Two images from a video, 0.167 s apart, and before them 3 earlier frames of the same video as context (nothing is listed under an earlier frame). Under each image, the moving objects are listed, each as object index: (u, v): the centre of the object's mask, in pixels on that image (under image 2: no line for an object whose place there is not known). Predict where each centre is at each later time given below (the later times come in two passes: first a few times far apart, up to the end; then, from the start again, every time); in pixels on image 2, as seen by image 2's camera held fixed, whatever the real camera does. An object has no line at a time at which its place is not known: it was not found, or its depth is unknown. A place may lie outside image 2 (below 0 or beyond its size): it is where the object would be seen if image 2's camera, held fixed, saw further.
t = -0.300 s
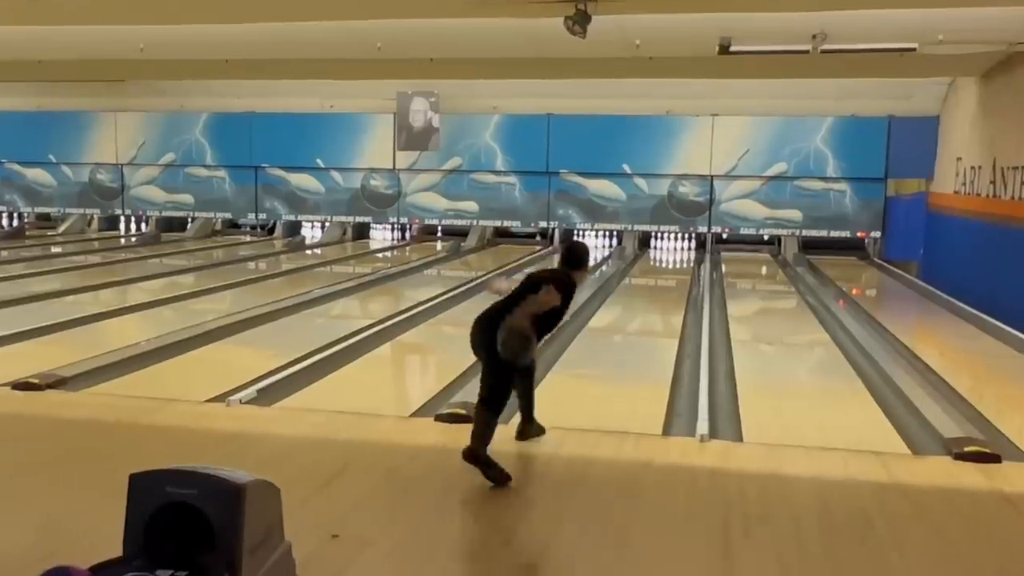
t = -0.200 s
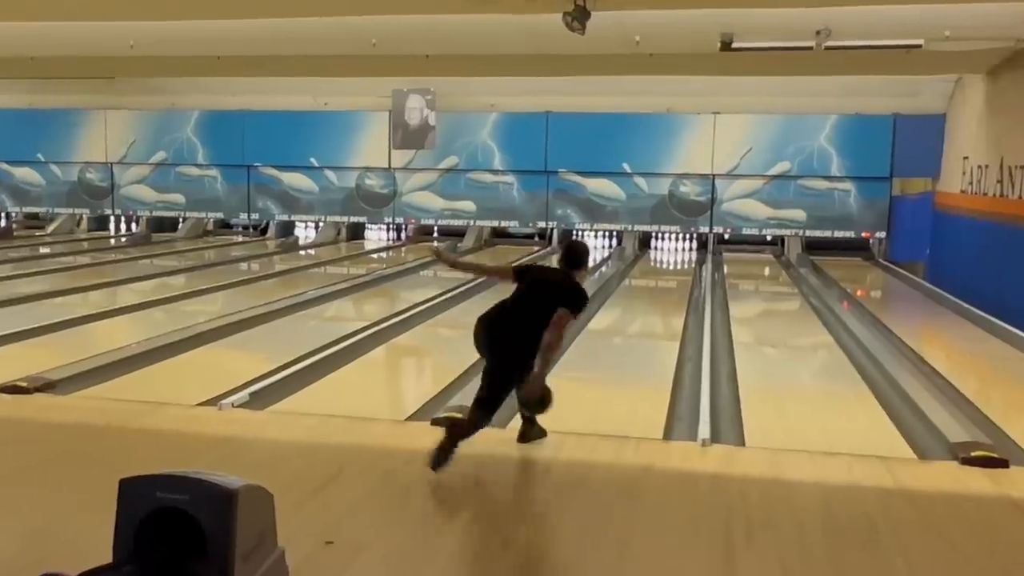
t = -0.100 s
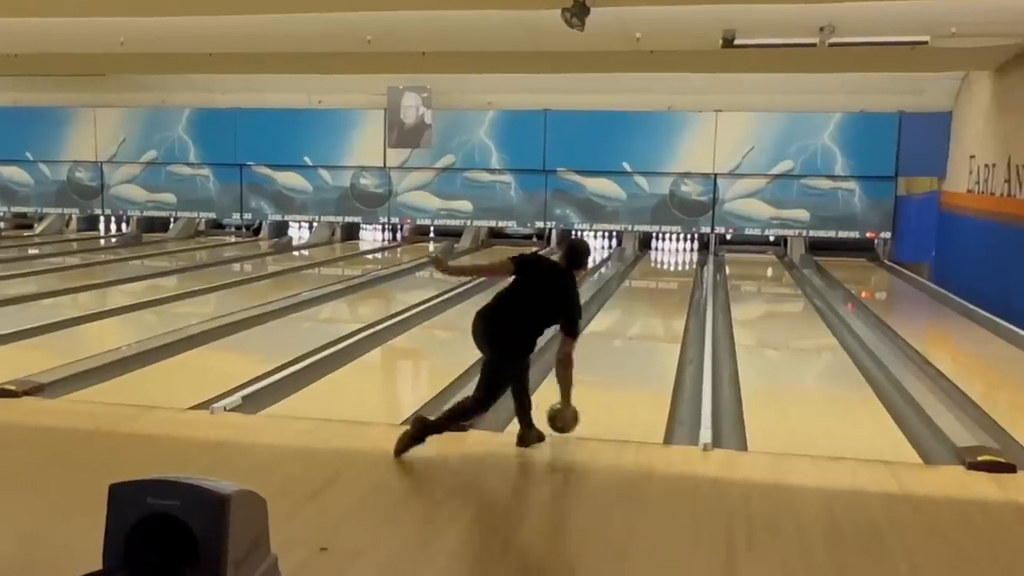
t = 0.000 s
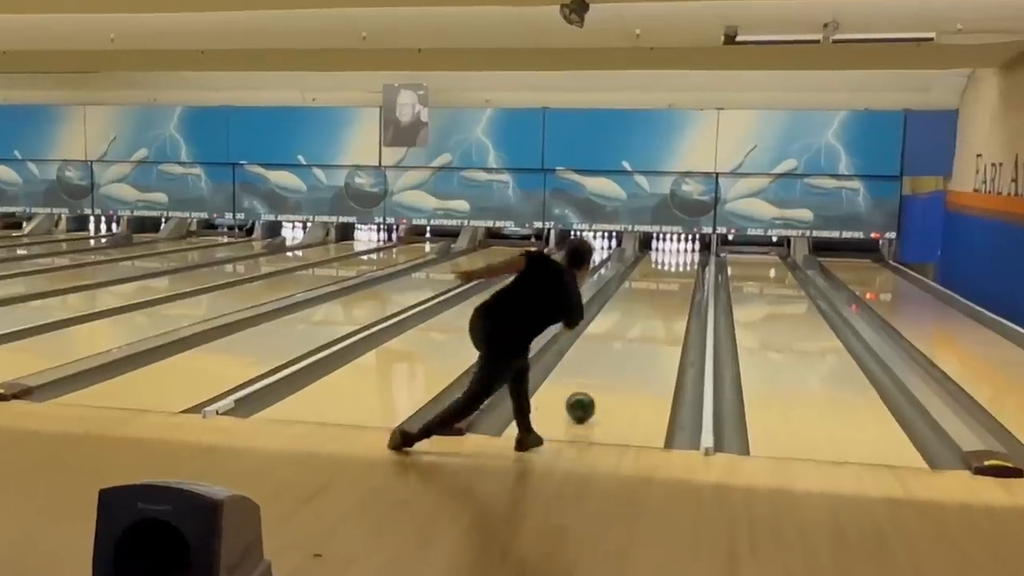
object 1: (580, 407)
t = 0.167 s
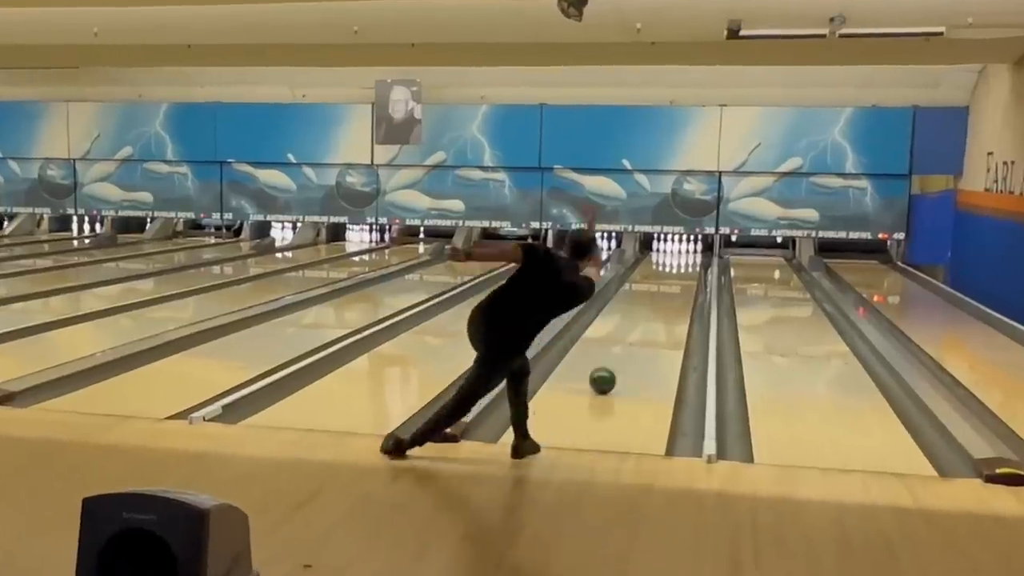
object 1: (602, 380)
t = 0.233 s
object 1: (610, 369)
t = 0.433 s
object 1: (627, 346)
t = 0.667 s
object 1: (645, 324)
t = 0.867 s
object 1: (657, 308)
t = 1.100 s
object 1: (668, 294)
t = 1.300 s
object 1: (676, 283)
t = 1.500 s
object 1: (682, 274)
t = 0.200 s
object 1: (606, 374)
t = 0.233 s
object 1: (610, 369)
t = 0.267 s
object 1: (612, 367)
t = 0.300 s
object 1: (615, 362)
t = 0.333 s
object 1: (618, 358)
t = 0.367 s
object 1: (622, 354)
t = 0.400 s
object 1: (625, 350)
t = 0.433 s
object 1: (627, 346)
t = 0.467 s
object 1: (630, 342)
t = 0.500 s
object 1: (633, 339)
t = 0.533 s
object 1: (636, 336)
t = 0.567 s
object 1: (638, 332)
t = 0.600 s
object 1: (640, 329)
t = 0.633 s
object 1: (643, 326)
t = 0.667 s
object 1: (645, 324)
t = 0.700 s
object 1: (647, 321)
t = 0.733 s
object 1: (649, 318)
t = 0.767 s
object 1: (651, 316)
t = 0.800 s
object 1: (653, 313)
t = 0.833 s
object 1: (655, 311)
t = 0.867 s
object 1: (657, 308)
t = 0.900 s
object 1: (659, 306)
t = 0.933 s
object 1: (660, 304)
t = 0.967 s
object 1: (662, 302)
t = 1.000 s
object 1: (663, 299)
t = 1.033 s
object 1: (665, 297)
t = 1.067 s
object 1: (666, 296)
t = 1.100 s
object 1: (668, 294)
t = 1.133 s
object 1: (669, 292)
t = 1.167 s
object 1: (671, 290)
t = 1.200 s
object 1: (672, 288)
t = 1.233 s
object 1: (673, 286)
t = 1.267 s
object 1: (675, 285)
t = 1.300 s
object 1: (676, 283)
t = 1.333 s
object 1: (677, 282)
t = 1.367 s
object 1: (678, 280)
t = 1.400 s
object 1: (679, 279)
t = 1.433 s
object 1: (679, 277)
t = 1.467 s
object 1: (680, 276)
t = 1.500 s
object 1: (682, 274)
